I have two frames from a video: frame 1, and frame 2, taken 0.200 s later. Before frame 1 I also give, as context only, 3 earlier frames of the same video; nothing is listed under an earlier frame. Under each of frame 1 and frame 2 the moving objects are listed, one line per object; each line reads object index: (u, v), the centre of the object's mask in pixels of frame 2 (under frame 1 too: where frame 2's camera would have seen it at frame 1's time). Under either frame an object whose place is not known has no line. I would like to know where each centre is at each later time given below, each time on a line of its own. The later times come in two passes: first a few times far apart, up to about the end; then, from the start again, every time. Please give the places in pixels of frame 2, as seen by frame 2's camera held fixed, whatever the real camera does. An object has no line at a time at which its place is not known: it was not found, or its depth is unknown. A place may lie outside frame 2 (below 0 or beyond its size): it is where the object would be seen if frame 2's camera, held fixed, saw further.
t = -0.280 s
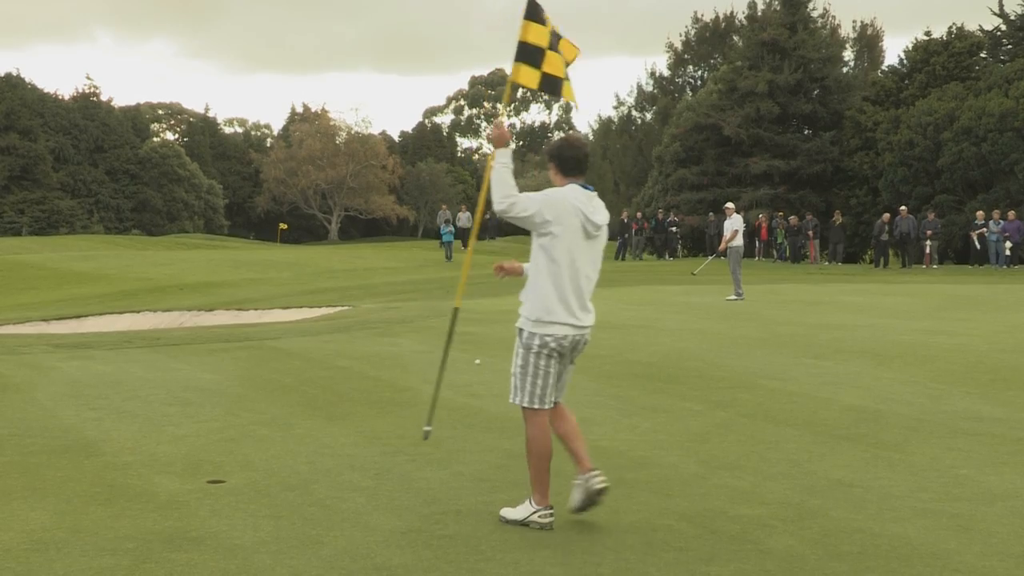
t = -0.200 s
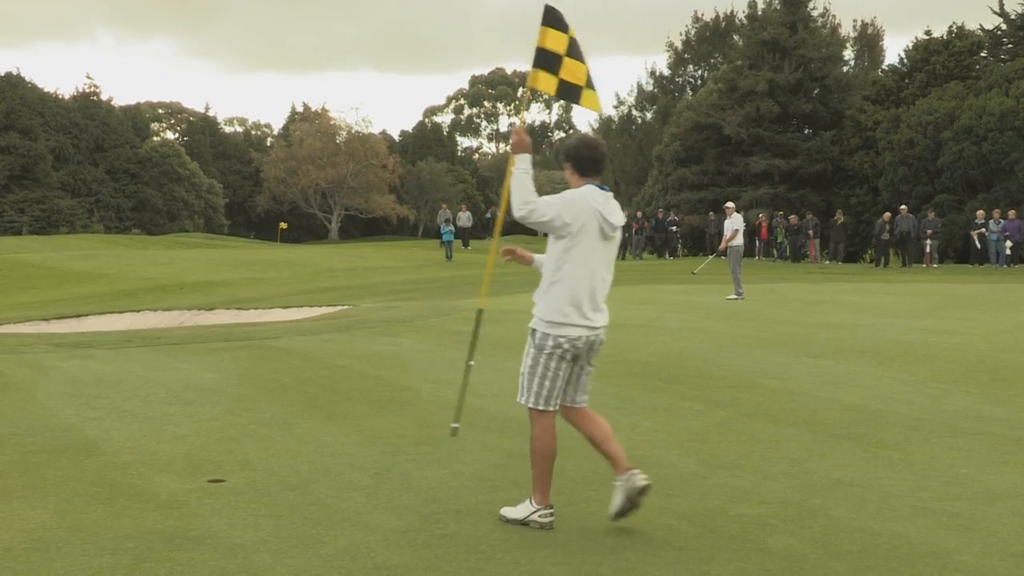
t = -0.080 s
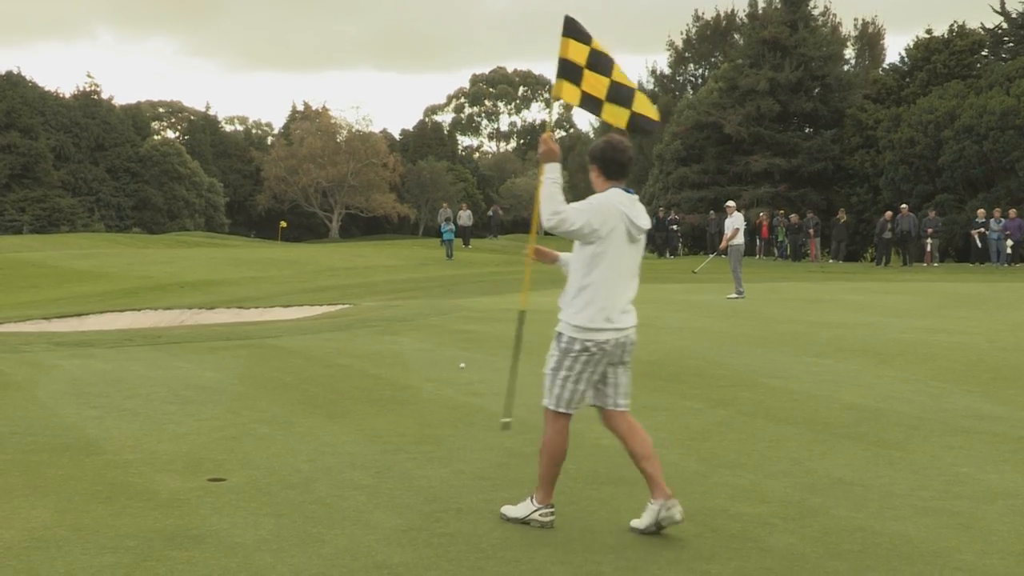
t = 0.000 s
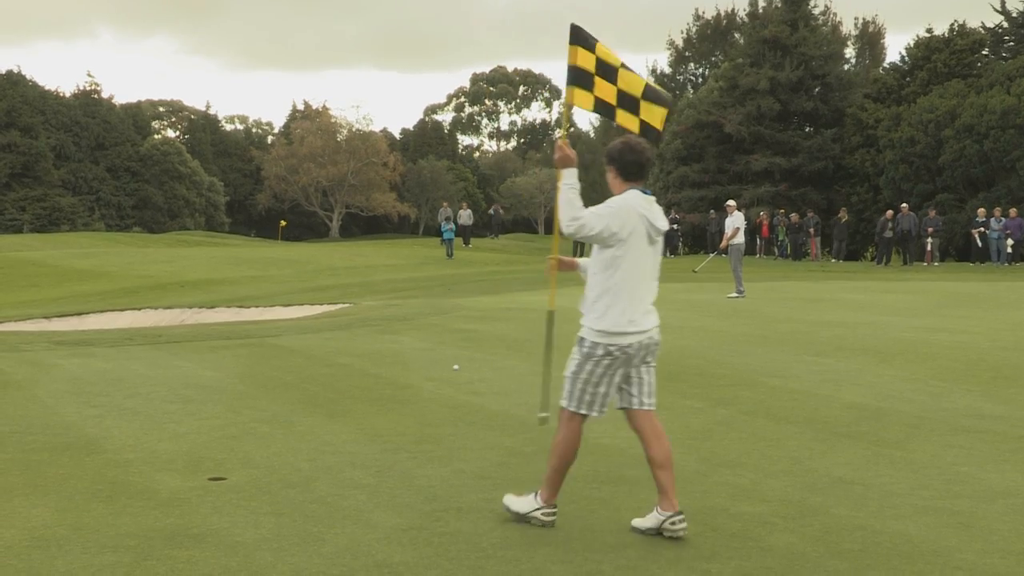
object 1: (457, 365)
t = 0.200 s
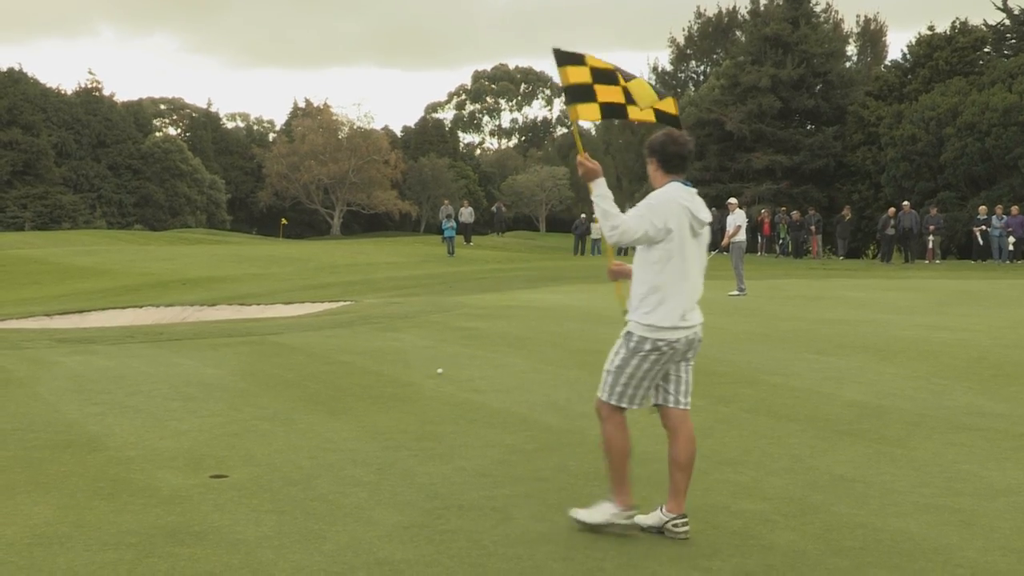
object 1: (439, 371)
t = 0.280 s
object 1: (433, 374)
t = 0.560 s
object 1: (407, 382)
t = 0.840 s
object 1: (381, 391)
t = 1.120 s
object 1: (356, 401)
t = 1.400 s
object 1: (332, 410)
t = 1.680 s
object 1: (309, 419)
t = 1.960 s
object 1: (286, 428)
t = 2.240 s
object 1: (264, 438)
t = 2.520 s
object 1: (243, 447)
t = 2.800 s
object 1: (225, 456)
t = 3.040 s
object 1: (211, 463)
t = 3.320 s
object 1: (198, 470)
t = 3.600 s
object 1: (186, 477)
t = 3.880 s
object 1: (177, 483)
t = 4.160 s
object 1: (172, 487)
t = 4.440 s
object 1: (169, 491)
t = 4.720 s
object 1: (169, 493)
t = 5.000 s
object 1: (170, 494)
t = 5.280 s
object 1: (171, 494)
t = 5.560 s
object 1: (171, 494)
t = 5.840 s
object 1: (170, 494)
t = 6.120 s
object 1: (171, 494)
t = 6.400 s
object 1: (171, 494)
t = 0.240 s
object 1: (436, 372)
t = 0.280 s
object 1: (433, 374)
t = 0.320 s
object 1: (429, 375)
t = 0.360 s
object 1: (425, 376)
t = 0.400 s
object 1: (422, 377)
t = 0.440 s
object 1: (418, 379)
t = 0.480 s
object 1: (414, 380)
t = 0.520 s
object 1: (411, 381)
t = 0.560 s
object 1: (407, 382)
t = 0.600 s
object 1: (403, 384)
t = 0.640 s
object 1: (400, 385)
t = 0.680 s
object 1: (396, 386)
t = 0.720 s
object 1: (392, 388)
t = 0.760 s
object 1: (389, 389)
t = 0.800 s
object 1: (385, 390)
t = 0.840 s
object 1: (381, 391)
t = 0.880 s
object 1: (378, 393)
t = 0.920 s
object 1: (374, 394)
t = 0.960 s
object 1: (370, 396)
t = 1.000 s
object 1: (367, 397)
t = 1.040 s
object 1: (363, 398)
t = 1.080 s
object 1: (360, 399)
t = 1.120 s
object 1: (356, 401)
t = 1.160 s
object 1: (353, 402)
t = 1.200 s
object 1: (350, 403)
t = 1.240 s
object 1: (346, 404)
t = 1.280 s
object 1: (343, 406)
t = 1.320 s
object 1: (339, 407)
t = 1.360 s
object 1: (336, 408)
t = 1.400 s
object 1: (332, 410)
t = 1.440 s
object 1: (329, 411)
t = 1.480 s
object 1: (326, 412)
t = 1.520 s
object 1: (322, 414)
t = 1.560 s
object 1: (319, 415)
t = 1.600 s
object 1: (315, 416)
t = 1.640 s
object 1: (312, 418)
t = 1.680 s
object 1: (309, 419)
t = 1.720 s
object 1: (306, 420)
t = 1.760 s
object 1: (302, 422)
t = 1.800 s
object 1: (299, 423)
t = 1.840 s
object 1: (296, 425)
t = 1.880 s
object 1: (292, 426)
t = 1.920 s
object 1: (289, 427)
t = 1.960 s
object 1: (286, 428)
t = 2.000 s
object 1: (283, 430)
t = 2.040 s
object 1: (280, 432)
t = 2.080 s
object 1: (277, 433)
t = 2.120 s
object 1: (274, 434)
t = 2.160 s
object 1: (271, 435)
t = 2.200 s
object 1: (267, 436)
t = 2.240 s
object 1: (264, 438)
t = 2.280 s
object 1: (261, 439)
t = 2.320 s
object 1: (258, 441)
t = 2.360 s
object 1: (255, 442)
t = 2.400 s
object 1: (252, 443)
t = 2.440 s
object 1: (249, 445)
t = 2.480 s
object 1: (246, 446)
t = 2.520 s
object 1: (243, 447)
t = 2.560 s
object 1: (240, 449)
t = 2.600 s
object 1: (237, 450)
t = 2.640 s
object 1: (235, 451)
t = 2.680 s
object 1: (232, 452)
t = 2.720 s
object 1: (230, 454)
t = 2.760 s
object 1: (227, 455)
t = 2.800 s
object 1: (225, 456)
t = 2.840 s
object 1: (222, 457)
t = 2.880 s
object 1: (220, 458)
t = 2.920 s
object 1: (217, 460)
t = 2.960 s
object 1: (215, 460)
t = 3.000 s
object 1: (213, 462)
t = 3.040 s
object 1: (211, 463)
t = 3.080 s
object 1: (208, 464)
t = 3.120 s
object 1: (207, 465)
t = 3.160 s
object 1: (205, 466)
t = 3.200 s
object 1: (203, 467)
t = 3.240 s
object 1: (201, 468)
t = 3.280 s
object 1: (199, 469)
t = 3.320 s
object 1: (198, 470)
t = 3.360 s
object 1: (196, 471)
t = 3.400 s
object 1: (194, 472)
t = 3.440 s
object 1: (192, 473)
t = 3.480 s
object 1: (191, 474)
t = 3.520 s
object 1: (189, 475)
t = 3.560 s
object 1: (188, 476)
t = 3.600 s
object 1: (186, 477)
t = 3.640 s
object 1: (185, 478)
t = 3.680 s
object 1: (183, 479)
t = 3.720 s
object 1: (182, 480)
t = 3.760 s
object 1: (181, 480)
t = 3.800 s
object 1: (179, 481)
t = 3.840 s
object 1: (178, 482)
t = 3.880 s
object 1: (177, 483)
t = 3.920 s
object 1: (176, 484)
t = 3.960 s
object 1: (176, 484)
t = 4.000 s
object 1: (174, 485)
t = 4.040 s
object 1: (174, 486)
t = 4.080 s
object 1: (173, 486)
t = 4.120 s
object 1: (172, 487)
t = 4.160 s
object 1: (172, 487)
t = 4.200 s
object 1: (171, 488)
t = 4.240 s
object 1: (171, 489)
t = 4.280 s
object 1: (170, 489)
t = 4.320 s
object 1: (170, 490)
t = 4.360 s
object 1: (170, 490)
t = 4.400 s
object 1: (169, 491)
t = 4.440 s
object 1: (169, 491)
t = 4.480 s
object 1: (169, 492)
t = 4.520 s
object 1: (169, 492)
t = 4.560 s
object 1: (169, 492)
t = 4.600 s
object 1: (169, 492)
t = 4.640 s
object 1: (169, 493)
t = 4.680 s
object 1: (169, 493)
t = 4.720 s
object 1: (169, 493)
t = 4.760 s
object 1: (169, 493)
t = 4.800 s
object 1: (169, 493)
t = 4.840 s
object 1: (169, 493)
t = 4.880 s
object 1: (169, 494)
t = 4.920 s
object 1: (169, 494)
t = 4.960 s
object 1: (170, 494)
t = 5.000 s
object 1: (170, 494)
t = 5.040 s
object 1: (170, 494)
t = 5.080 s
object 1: (170, 494)
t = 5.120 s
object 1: (170, 494)
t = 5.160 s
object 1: (171, 494)
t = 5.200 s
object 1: (171, 494)
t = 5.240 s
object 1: (170, 494)
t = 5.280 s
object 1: (171, 494)
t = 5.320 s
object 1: (170, 494)
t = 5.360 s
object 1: (171, 494)
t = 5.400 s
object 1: (171, 494)
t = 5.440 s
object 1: (171, 494)
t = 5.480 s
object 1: (171, 494)
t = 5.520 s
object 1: (171, 494)
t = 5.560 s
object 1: (171, 494)
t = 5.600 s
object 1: (171, 494)
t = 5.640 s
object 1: (171, 494)
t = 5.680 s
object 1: (171, 494)
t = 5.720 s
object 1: (171, 494)
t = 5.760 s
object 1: (170, 494)
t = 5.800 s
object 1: (170, 494)
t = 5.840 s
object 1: (170, 494)
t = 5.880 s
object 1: (170, 494)
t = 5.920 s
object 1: (170, 494)
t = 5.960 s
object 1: (171, 494)
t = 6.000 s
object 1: (171, 494)
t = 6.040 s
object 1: (171, 494)
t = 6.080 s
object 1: (171, 494)
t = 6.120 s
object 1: (171, 494)
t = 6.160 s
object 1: (170, 494)
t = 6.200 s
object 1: (170, 494)
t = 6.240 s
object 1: (171, 494)
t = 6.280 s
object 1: (171, 494)
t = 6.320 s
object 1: (171, 494)
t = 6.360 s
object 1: (171, 494)
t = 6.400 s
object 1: (171, 494)
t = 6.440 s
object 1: (171, 494)
